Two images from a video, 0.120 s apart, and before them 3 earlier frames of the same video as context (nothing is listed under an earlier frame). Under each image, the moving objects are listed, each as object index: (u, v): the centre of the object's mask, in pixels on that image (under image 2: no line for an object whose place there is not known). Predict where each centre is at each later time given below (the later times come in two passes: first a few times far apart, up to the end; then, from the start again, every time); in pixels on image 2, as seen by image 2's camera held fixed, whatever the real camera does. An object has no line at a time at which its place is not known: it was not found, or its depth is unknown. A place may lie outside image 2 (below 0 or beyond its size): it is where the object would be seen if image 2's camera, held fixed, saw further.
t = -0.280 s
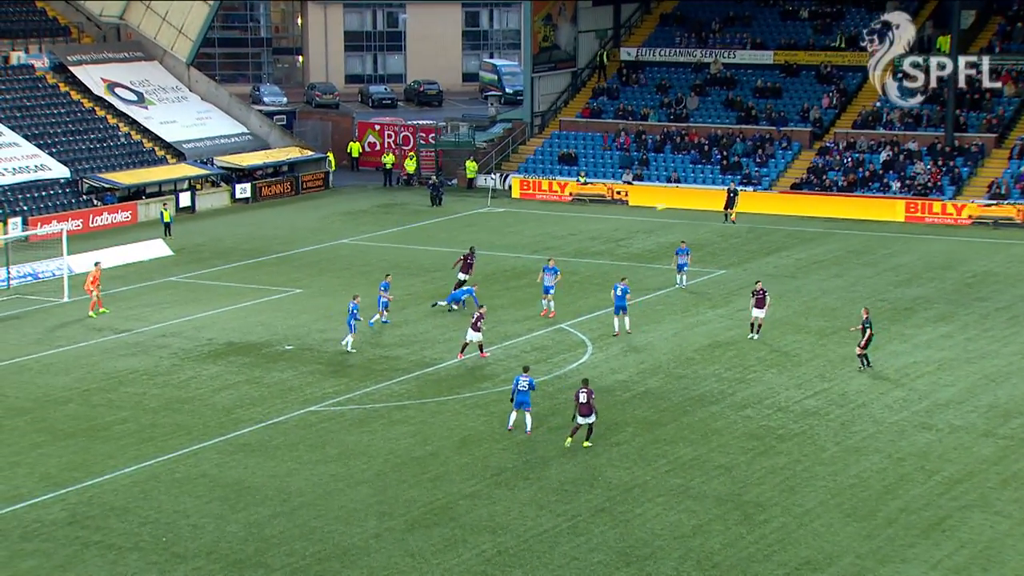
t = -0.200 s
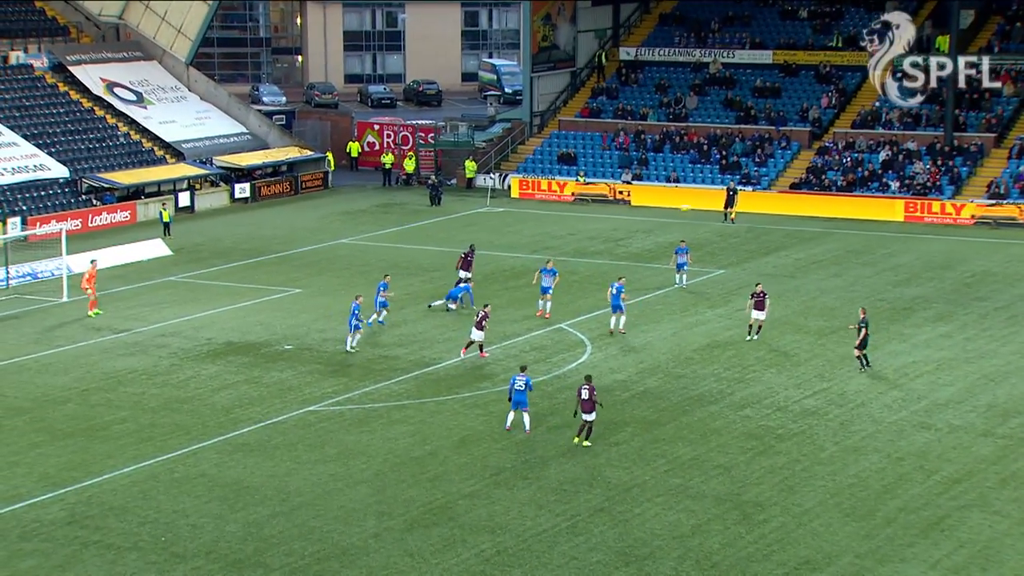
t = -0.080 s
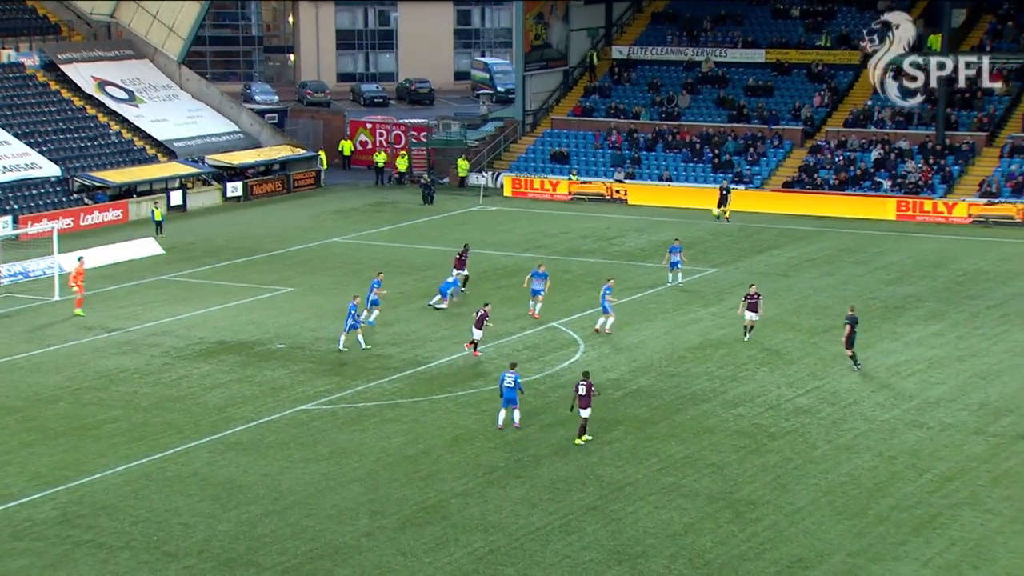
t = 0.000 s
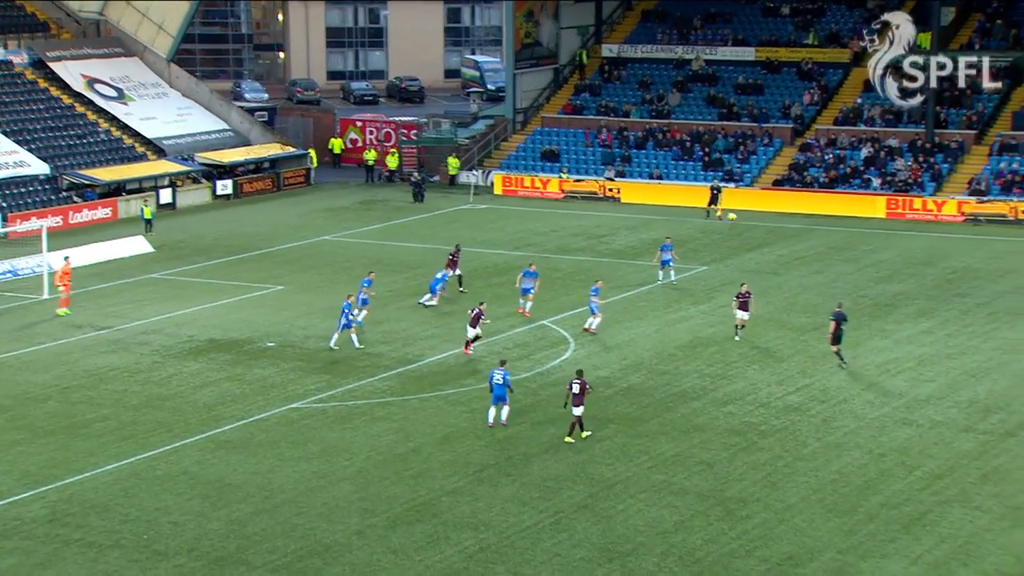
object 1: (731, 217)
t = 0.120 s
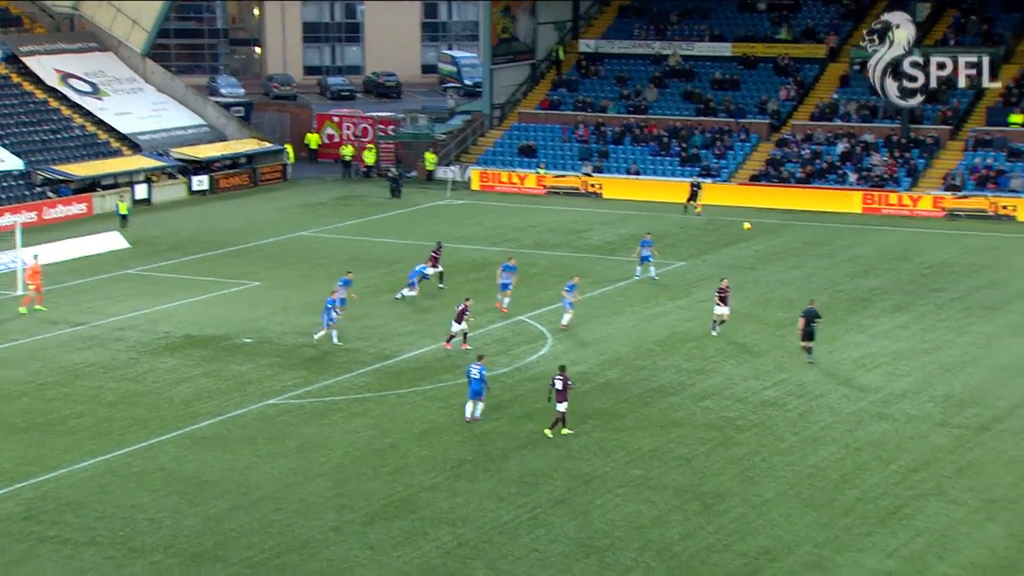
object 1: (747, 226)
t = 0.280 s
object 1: (797, 252)
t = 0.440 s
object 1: (845, 289)
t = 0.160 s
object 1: (759, 231)
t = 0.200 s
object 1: (772, 238)
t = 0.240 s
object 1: (784, 245)
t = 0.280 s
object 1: (797, 252)
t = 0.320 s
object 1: (809, 260)
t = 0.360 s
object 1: (821, 269)
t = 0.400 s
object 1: (833, 279)
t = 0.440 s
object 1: (845, 289)
